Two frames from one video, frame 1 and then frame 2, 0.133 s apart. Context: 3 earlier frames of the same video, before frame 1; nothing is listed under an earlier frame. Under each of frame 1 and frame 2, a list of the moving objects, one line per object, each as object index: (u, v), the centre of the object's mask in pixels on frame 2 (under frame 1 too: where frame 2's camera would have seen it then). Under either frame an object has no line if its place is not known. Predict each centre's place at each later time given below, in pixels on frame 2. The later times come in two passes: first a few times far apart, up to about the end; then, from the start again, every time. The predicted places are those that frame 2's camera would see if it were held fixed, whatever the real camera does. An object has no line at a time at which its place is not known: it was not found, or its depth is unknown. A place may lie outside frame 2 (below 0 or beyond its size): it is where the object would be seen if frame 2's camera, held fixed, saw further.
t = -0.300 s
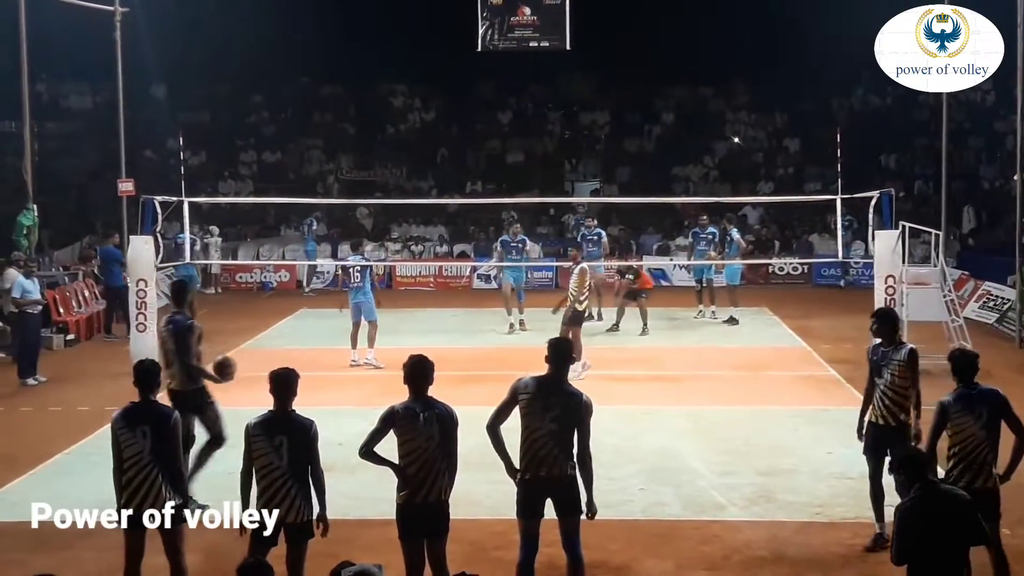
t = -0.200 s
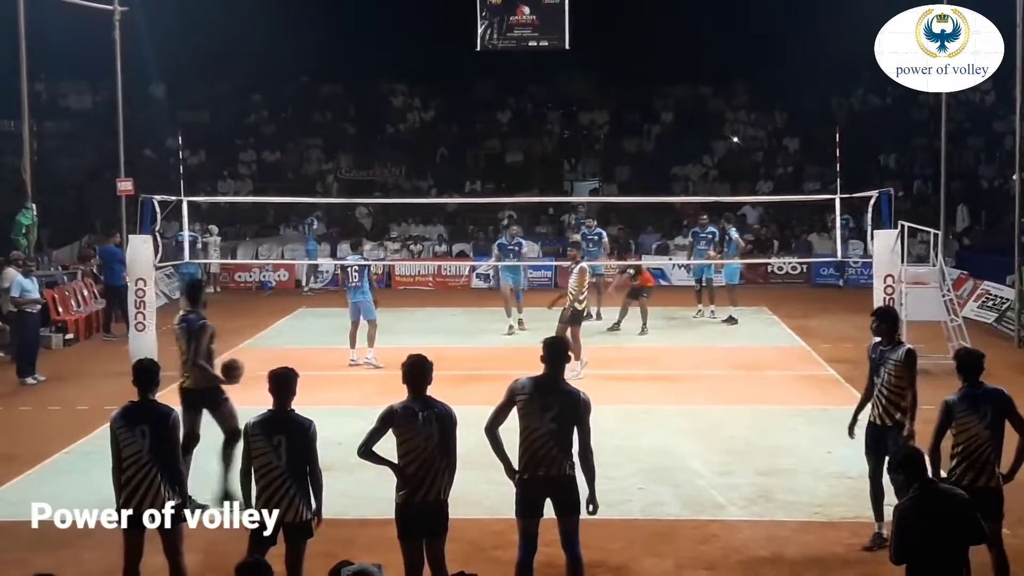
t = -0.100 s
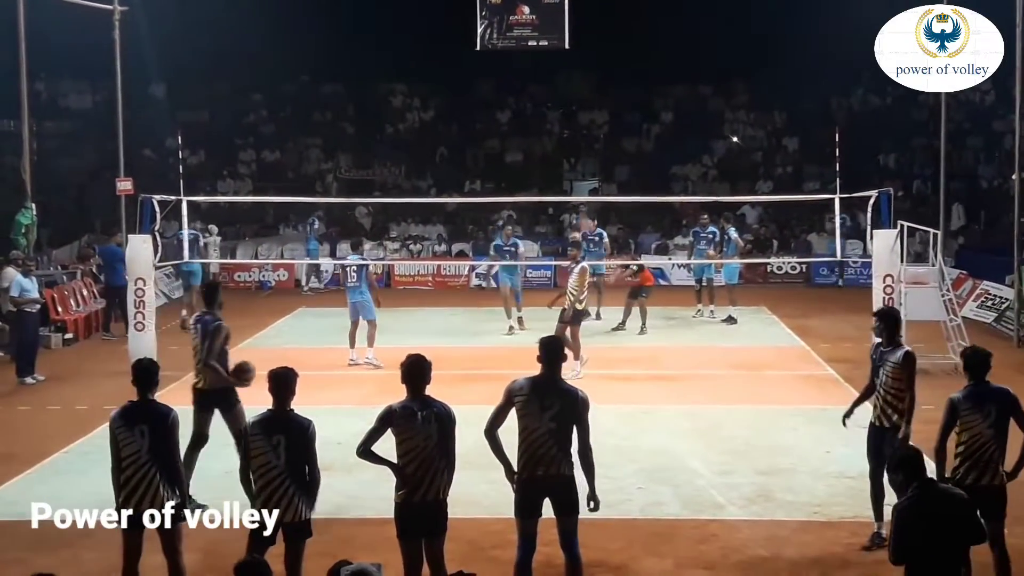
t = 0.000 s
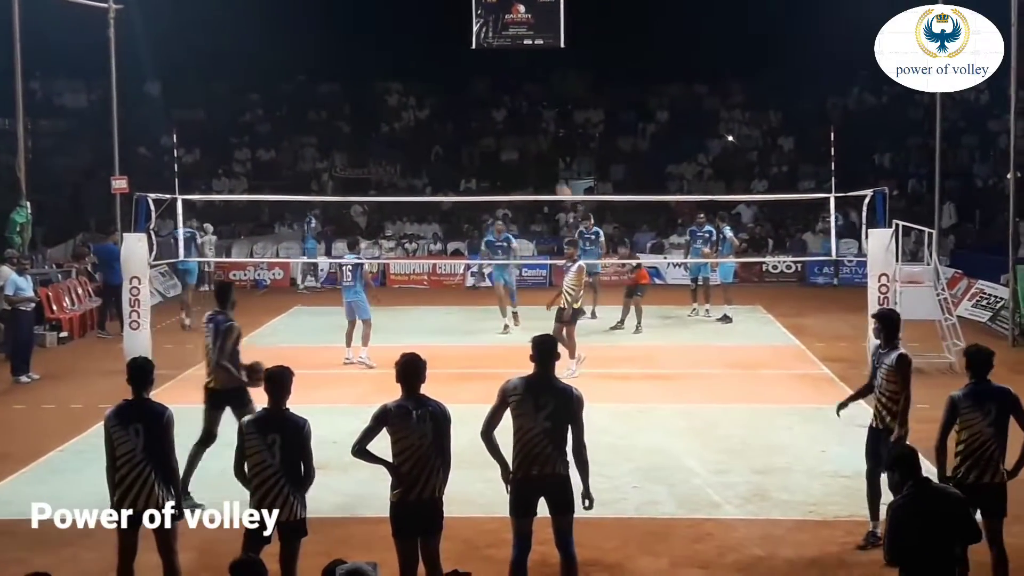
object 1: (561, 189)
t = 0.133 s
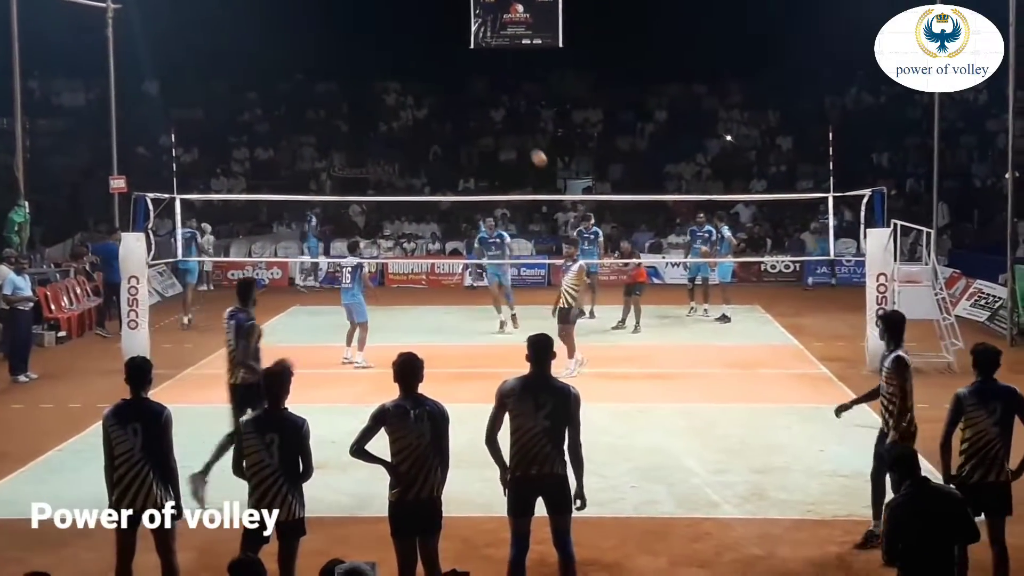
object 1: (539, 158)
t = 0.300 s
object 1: (509, 130)
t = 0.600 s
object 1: (455, 123)
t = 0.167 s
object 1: (533, 151)
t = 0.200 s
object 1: (527, 145)
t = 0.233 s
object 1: (521, 139)
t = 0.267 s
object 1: (515, 134)
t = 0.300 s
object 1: (509, 130)
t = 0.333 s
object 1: (503, 126)
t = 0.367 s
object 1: (498, 124)
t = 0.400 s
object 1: (492, 121)
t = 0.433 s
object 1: (485, 120)
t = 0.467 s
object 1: (479, 119)
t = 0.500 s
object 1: (473, 119)
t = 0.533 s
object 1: (468, 119)
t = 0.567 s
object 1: (461, 121)
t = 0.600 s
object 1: (455, 123)
